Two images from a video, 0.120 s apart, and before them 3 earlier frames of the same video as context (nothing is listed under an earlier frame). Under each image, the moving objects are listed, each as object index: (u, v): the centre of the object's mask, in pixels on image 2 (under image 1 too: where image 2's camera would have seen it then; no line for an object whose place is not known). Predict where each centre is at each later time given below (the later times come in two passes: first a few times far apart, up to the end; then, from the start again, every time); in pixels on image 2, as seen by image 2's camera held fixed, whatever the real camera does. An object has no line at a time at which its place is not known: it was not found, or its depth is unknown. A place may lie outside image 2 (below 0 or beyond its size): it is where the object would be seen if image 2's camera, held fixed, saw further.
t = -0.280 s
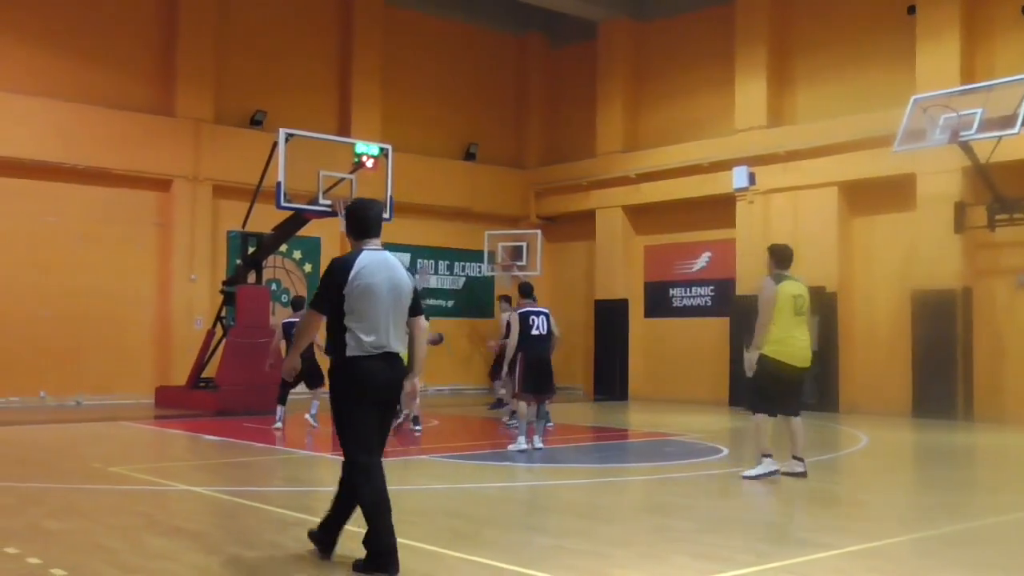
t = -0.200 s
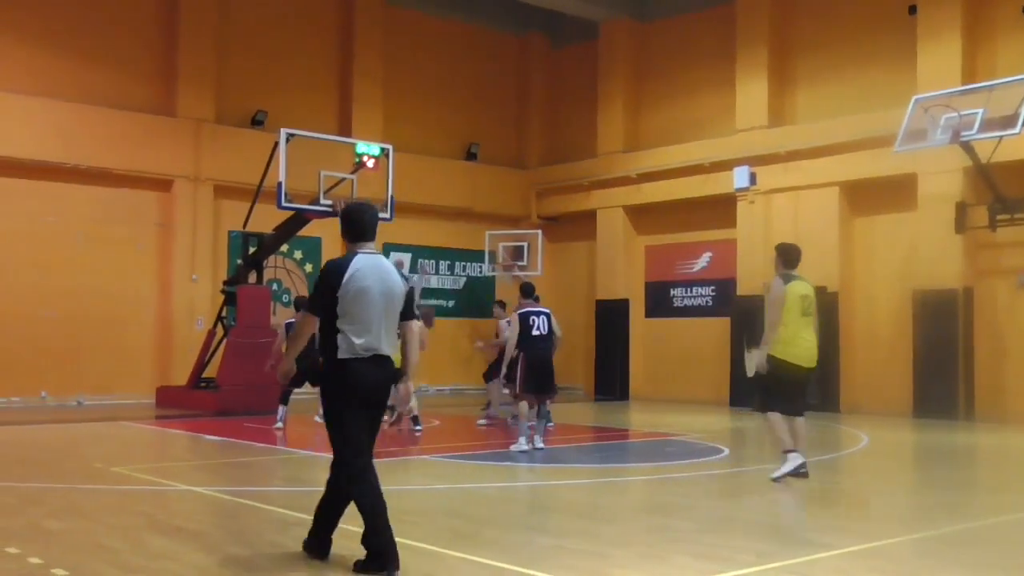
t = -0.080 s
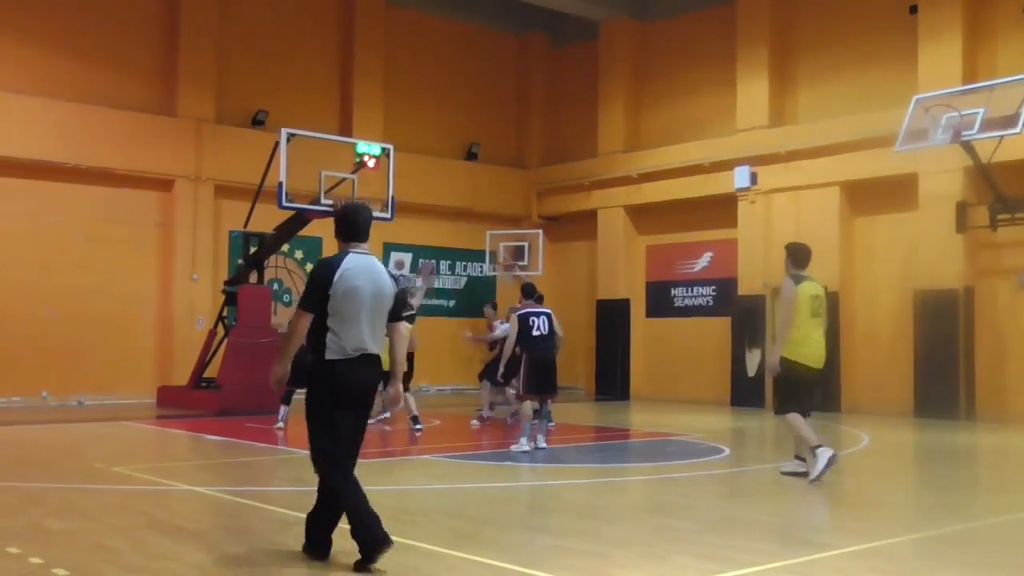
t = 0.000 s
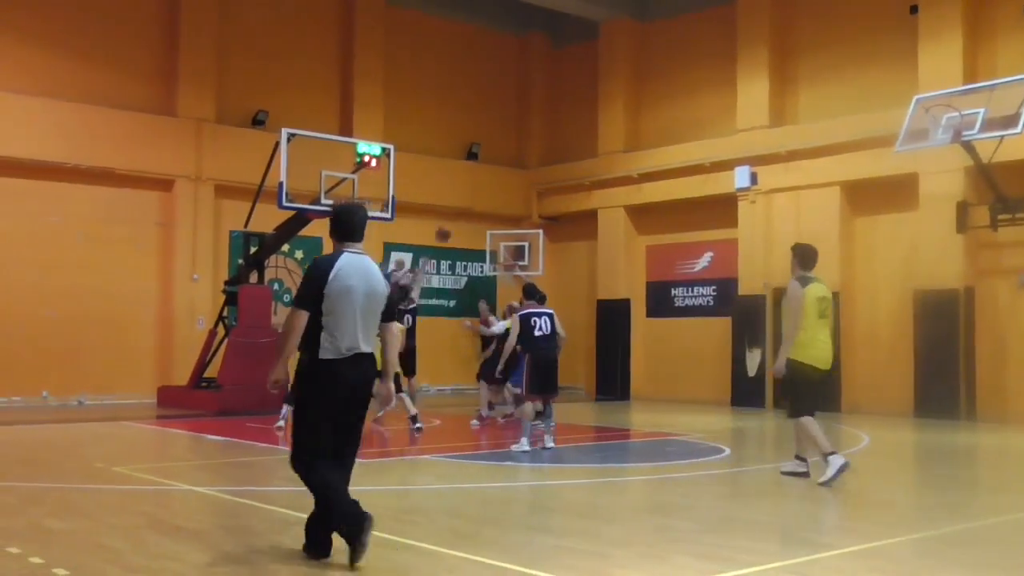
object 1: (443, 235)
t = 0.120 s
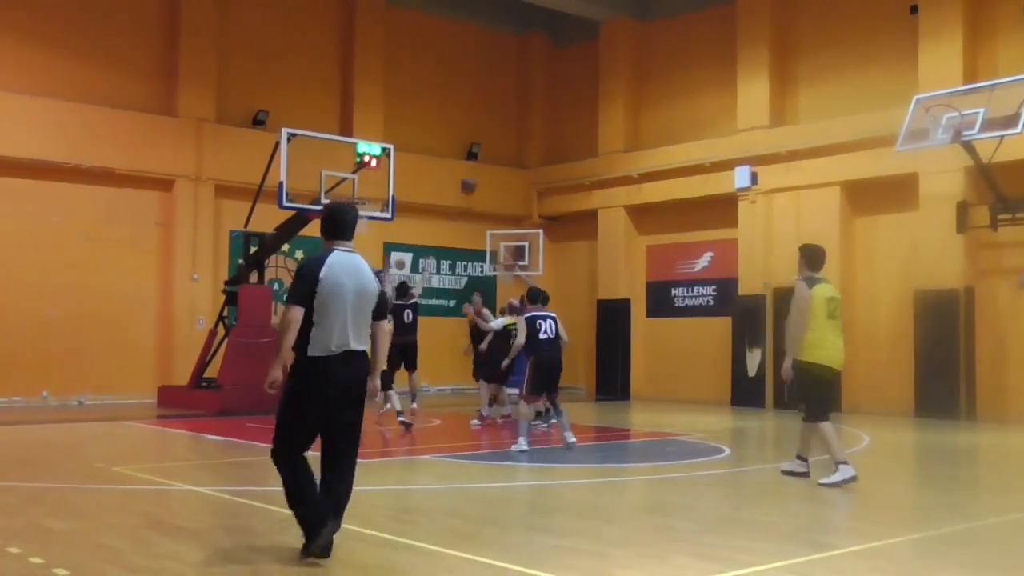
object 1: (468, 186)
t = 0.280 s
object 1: (505, 132)
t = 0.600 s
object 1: (593, 63)
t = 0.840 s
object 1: (680, 65)
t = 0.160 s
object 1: (476, 172)
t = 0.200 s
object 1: (486, 158)
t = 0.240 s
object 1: (496, 144)
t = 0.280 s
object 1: (505, 132)
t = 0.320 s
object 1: (514, 119)
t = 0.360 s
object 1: (524, 108)
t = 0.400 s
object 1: (535, 97)
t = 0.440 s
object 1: (547, 89)
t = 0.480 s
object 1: (558, 82)
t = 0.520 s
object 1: (570, 75)
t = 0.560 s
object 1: (582, 69)
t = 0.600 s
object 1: (593, 63)
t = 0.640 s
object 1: (606, 59)
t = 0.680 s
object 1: (619, 57)
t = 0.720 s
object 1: (632, 57)
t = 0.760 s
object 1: (647, 57)
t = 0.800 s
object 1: (664, 60)
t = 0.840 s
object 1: (680, 65)
